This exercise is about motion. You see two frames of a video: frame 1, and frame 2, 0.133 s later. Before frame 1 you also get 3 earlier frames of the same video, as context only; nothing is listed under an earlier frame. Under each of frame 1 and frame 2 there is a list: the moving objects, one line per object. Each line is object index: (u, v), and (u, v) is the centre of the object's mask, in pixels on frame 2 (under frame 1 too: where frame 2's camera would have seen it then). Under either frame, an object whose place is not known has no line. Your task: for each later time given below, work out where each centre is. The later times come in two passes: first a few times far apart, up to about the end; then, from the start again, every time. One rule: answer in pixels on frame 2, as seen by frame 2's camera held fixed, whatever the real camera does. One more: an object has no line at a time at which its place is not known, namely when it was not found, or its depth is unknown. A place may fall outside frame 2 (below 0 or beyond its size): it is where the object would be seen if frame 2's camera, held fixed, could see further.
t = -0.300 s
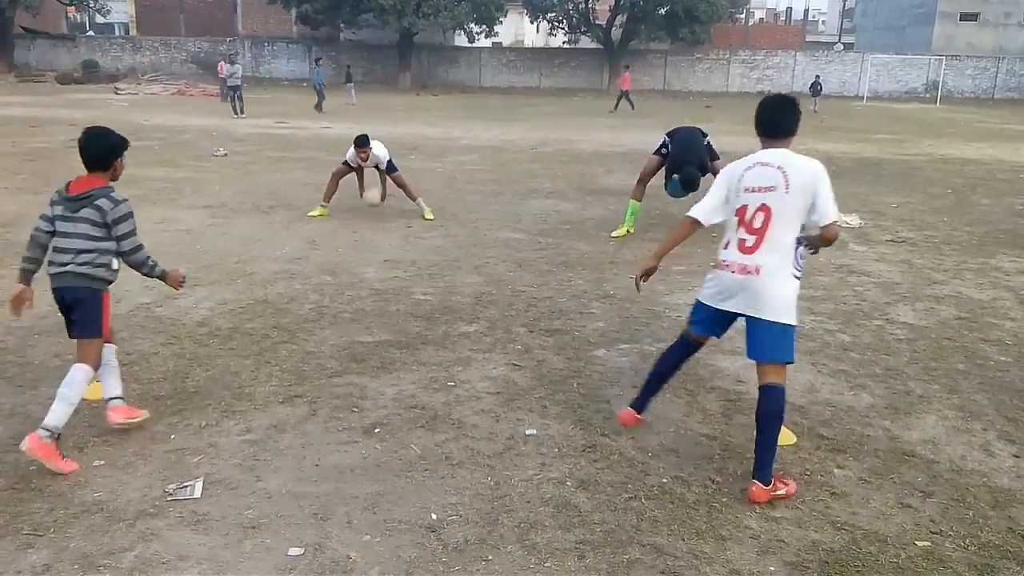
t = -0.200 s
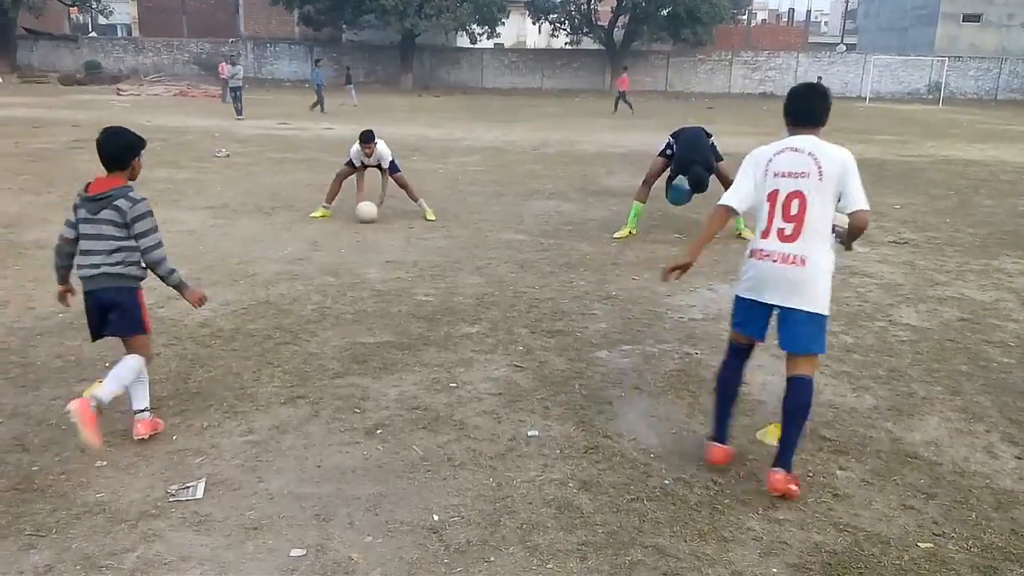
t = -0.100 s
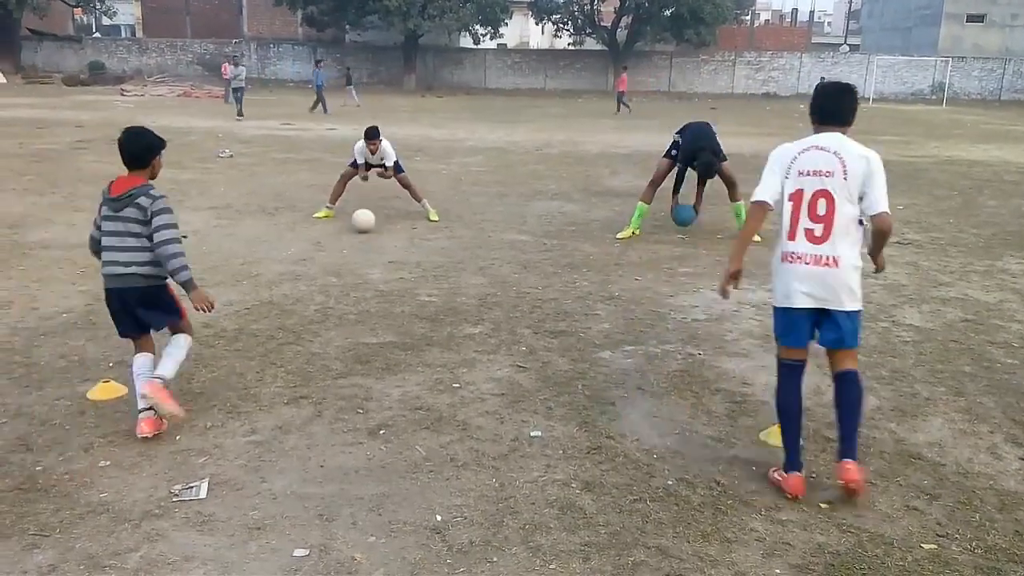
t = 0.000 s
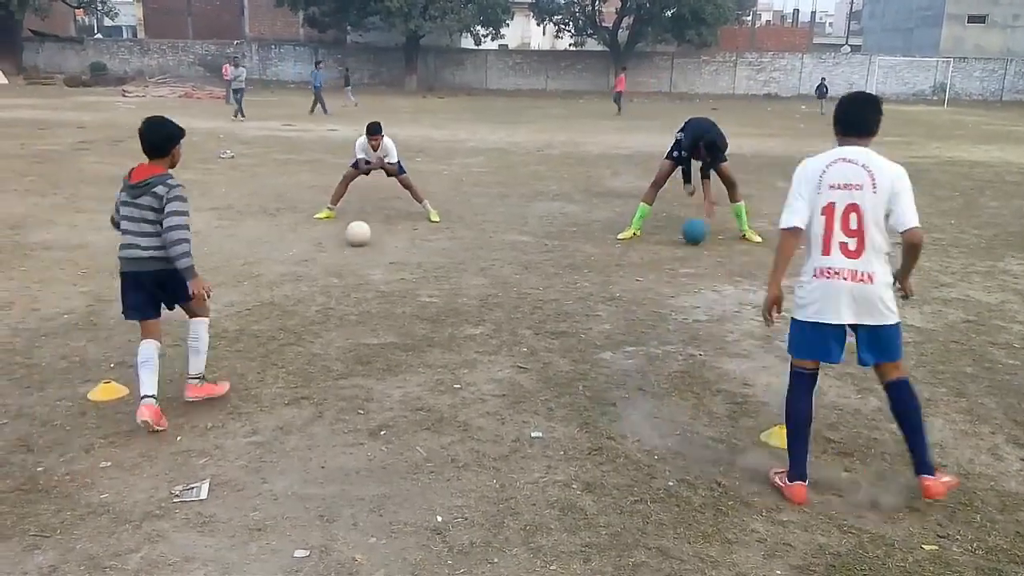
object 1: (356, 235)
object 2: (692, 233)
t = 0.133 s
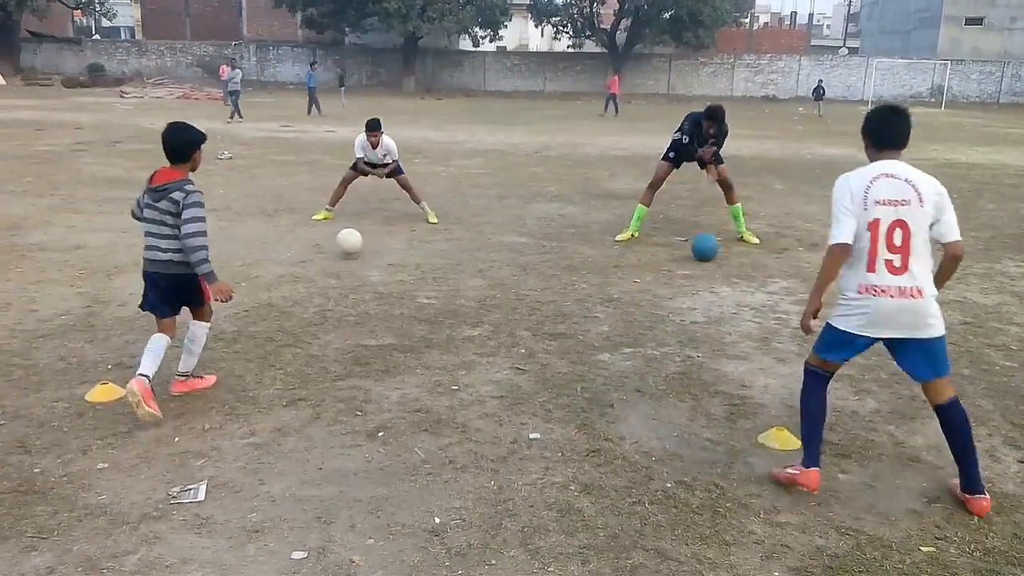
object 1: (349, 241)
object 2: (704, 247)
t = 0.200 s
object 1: (346, 244)
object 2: (714, 256)
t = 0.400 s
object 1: (336, 267)
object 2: (741, 278)
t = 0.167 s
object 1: (348, 242)
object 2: (709, 251)
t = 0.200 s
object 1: (346, 244)
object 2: (714, 256)
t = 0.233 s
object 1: (344, 247)
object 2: (718, 259)
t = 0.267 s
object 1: (343, 252)
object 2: (721, 263)
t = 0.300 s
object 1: (341, 260)
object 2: (726, 266)
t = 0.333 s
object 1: (339, 261)
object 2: (731, 269)
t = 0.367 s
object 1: (337, 263)
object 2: (736, 274)
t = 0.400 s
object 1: (336, 267)
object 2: (741, 278)
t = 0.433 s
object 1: (334, 272)
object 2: (746, 281)
